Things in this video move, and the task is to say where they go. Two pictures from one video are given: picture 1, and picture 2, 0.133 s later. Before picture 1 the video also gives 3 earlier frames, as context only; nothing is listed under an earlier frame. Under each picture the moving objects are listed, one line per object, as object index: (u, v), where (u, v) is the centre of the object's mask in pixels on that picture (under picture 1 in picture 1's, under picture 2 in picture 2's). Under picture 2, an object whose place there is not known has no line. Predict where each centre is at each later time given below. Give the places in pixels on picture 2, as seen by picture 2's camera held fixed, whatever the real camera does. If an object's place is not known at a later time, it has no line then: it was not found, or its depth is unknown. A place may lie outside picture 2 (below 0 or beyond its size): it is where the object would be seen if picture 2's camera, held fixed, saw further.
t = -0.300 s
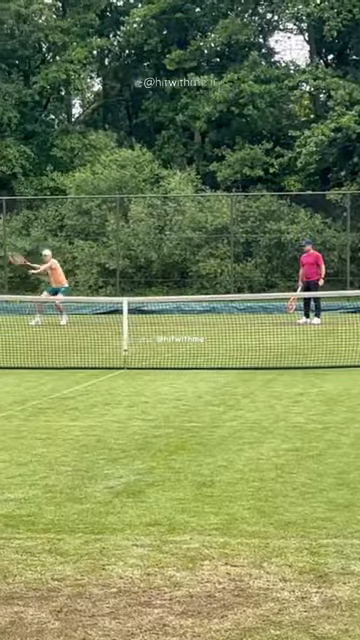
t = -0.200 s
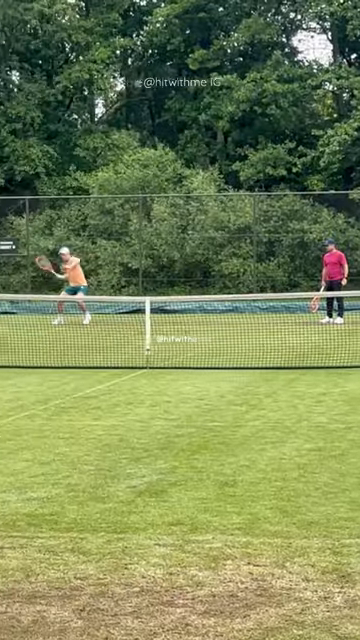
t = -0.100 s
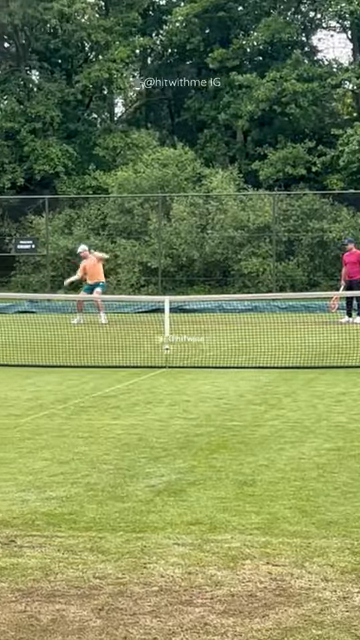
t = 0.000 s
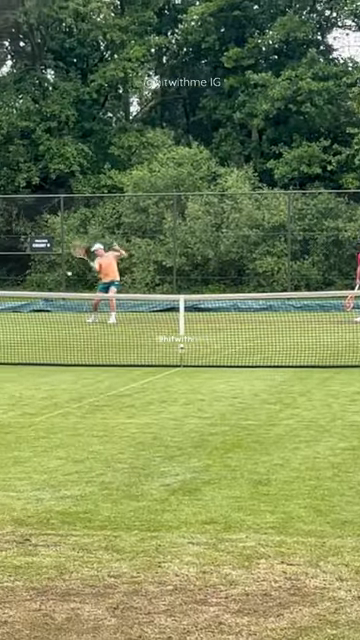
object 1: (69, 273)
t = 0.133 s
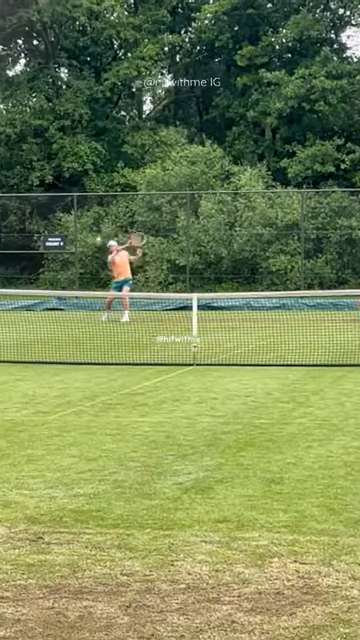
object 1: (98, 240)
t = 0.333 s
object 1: (126, 207)
